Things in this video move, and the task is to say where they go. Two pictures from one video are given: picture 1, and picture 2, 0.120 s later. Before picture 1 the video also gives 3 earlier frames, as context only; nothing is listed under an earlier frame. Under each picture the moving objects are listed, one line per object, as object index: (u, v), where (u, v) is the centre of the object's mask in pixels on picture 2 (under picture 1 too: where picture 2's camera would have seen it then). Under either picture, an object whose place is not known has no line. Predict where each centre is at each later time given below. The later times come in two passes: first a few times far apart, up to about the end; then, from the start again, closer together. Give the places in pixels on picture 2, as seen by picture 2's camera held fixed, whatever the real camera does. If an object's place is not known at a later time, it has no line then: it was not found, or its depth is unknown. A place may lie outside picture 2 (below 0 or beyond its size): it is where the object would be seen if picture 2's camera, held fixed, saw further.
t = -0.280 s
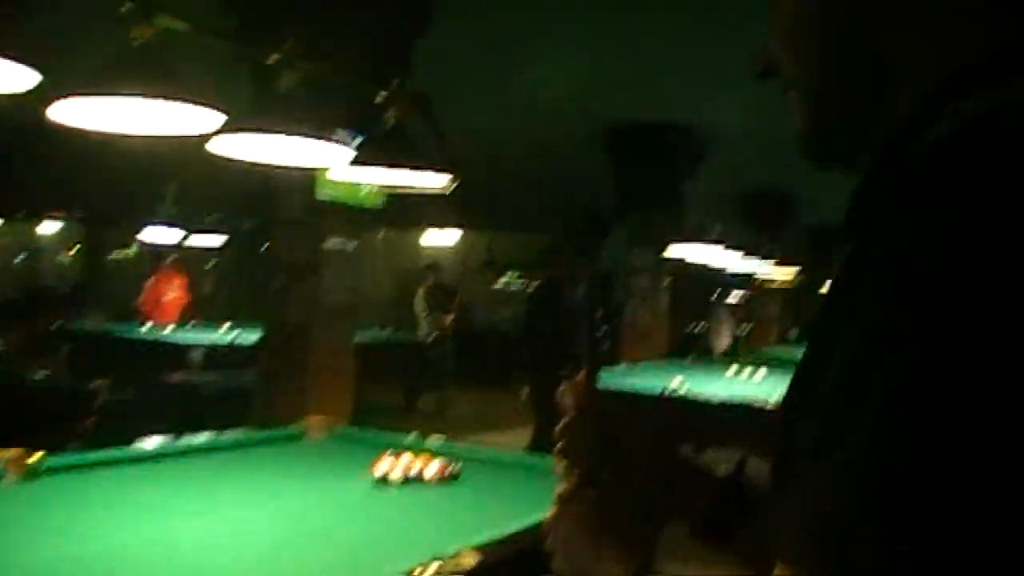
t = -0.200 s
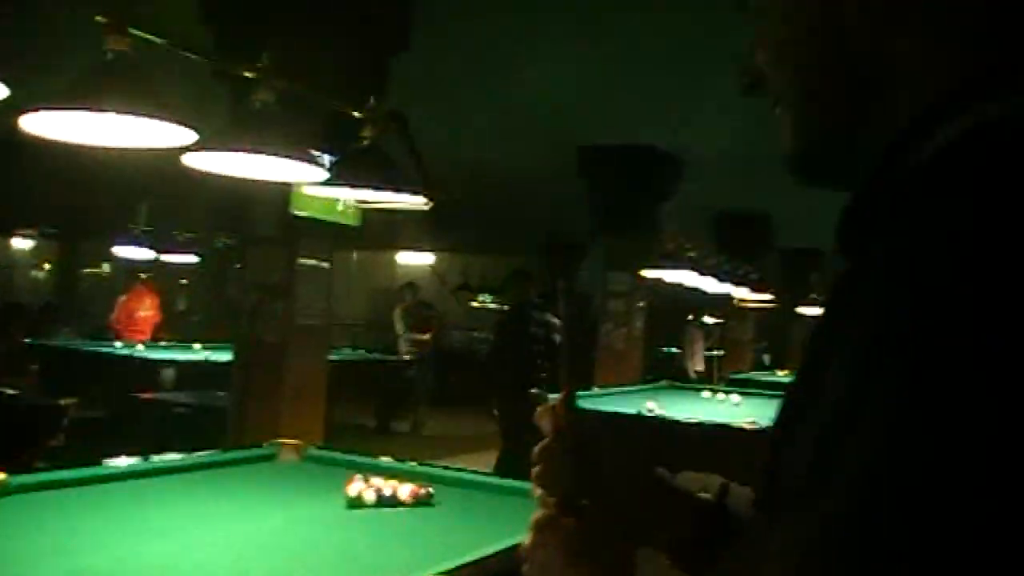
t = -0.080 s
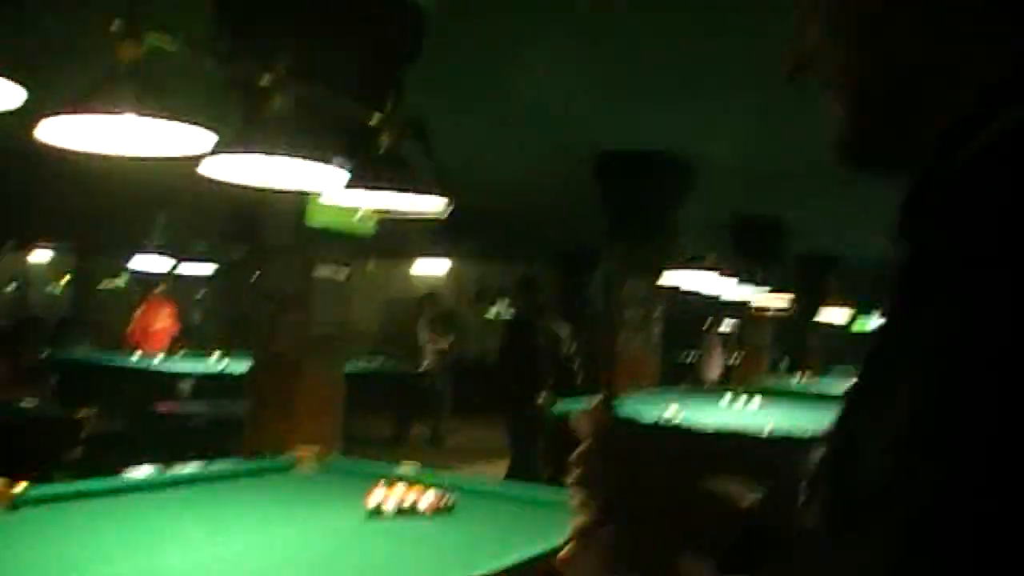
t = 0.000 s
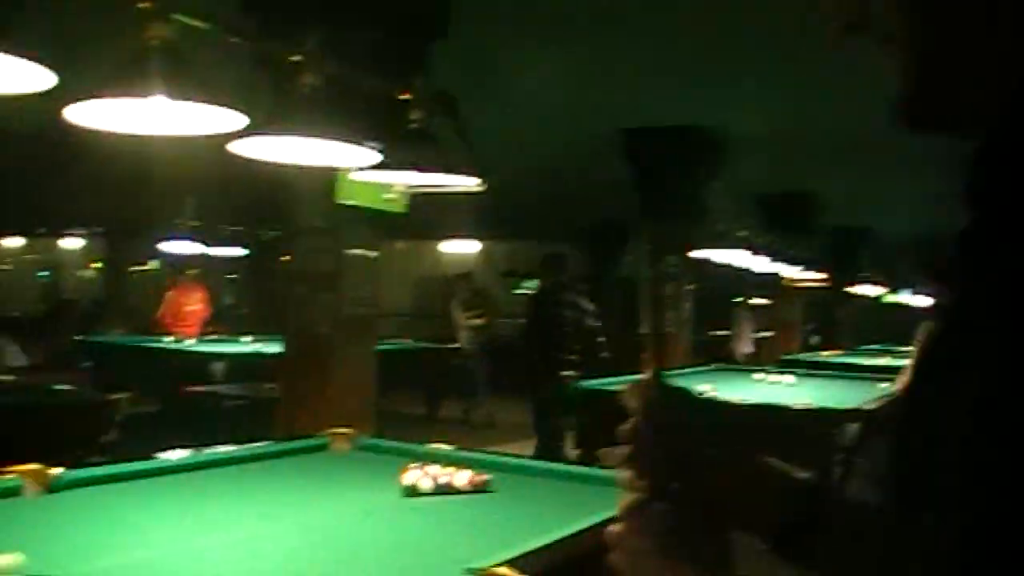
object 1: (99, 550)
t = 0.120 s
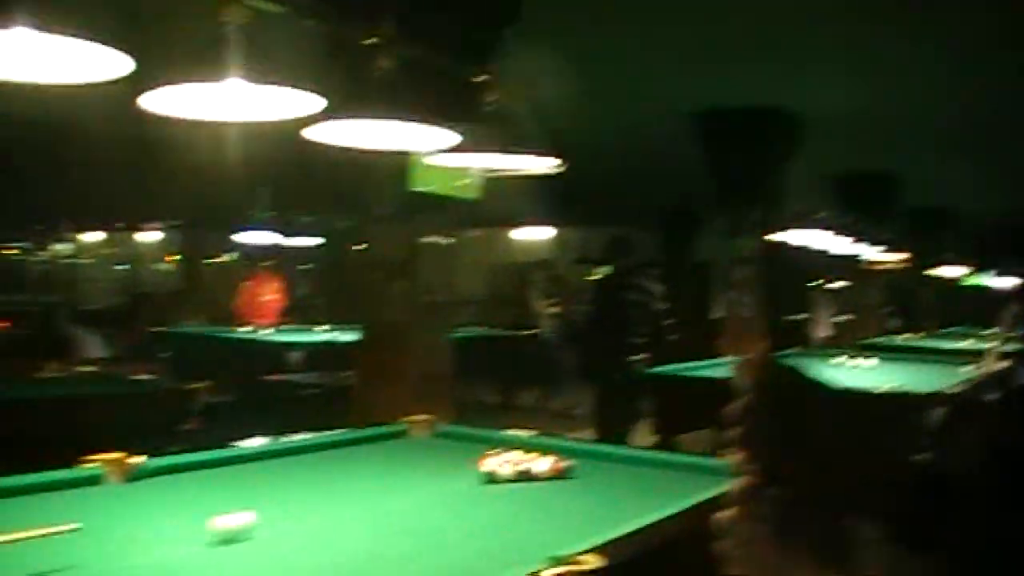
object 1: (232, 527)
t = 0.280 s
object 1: (365, 498)
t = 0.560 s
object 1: (468, 473)
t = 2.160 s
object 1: (431, 449)
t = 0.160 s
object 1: (272, 516)
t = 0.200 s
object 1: (305, 509)
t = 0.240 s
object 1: (336, 502)
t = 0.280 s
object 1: (365, 498)
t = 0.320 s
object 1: (391, 492)
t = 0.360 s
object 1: (416, 487)
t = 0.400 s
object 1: (440, 482)
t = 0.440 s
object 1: (462, 477)
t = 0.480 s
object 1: (475, 474)
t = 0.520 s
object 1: (471, 474)
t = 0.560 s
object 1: (468, 473)
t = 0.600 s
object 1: (466, 473)
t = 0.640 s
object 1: (463, 473)
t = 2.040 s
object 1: (433, 451)
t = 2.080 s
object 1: (432, 450)
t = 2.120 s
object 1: (432, 450)
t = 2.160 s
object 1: (431, 449)
